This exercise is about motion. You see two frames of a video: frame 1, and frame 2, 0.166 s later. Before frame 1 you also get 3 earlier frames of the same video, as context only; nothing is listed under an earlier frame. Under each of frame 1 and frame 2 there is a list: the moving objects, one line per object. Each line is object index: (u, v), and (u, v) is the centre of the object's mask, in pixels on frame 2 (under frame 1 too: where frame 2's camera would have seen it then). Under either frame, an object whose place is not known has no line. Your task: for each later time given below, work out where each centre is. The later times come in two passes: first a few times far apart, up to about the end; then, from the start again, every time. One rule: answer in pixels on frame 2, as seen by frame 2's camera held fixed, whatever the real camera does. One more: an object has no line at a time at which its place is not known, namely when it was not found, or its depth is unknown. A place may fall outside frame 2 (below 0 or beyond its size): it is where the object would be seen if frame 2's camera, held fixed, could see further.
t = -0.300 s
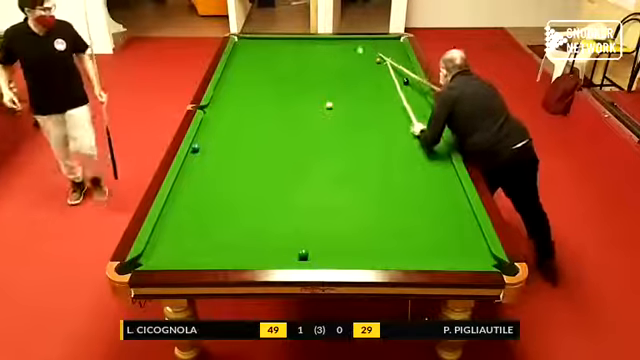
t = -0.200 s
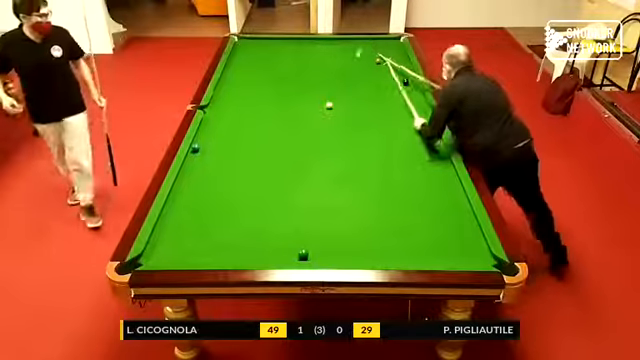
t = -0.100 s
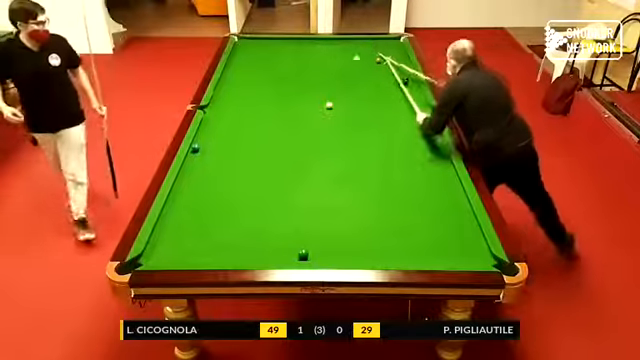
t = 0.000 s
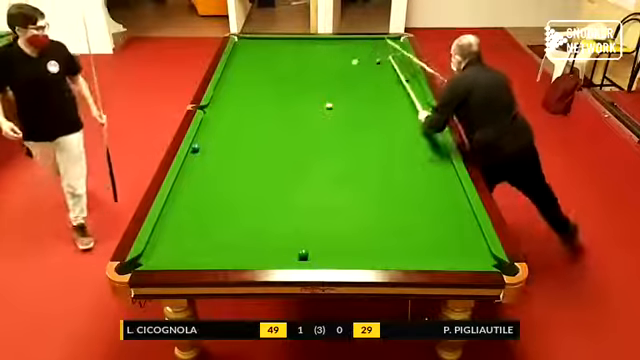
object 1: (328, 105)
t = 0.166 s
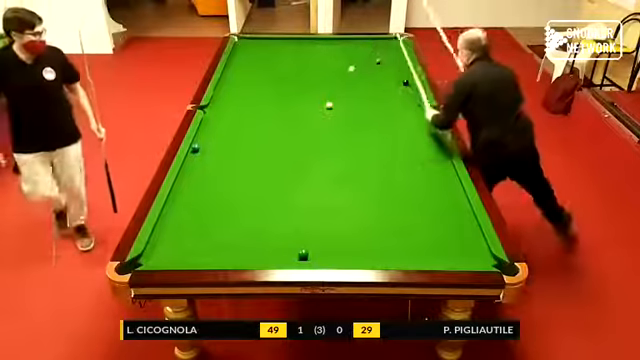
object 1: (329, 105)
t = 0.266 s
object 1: (329, 105)
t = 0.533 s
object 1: (329, 105)
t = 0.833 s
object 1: (329, 105)
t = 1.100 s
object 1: (323, 106)
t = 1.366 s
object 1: (311, 108)
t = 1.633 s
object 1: (302, 110)
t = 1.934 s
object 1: (292, 112)
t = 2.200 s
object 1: (283, 114)
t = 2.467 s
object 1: (276, 115)
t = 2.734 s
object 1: (269, 116)
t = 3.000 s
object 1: (263, 117)
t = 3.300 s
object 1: (257, 118)
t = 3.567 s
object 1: (253, 119)
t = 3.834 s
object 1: (251, 120)
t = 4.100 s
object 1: (248, 120)
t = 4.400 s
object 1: (246, 120)
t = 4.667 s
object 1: (246, 120)
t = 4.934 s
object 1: (246, 120)
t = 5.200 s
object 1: (246, 120)
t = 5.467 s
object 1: (246, 120)
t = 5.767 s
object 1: (246, 120)
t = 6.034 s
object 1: (246, 120)
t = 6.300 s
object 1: (246, 120)
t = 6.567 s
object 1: (246, 120)
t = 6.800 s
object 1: (246, 120)
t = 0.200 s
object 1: (328, 105)
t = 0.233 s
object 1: (329, 105)
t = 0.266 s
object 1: (329, 105)
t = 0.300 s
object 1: (329, 105)
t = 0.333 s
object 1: (329, 105)
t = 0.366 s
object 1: (328, 105)
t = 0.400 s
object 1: (329, 105)
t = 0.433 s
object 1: (329, 105)
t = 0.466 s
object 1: (329, 105)
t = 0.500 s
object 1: (329, 105)
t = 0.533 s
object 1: (329, 105)
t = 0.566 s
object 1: (329, 105)
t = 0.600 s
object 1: (329, 105)
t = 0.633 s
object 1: (329, 104)
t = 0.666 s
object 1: (329, 105)
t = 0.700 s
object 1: (329, 105)
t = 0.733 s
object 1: (329, 105)
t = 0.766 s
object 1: (329, 105)
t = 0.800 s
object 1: (329, 105)
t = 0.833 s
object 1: (329, 105)
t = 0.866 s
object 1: (329, 105)
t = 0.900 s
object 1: (329, 105)
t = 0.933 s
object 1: (329, 105)
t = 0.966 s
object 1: (327, 104)
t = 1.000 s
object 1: (327, 105)
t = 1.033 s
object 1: (325, 105)
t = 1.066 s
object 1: (323, 106)
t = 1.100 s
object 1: (323, 106)
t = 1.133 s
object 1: (321, 106)
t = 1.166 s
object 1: (319, 107)
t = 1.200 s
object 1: (317, 107)
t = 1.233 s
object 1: (316, 108)
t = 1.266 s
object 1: (314, 108)
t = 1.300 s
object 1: (314, 108)
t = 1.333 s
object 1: (312, 108)
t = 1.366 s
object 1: (311, 108)
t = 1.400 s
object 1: (310, 109)
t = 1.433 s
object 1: (309, 109)
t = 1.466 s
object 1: (308, 109)
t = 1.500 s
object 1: (306, 109)
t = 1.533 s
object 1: (304, 110)
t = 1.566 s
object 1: (304, 110)
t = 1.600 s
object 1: (303, 110)
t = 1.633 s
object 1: (302, 110)
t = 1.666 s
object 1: (300, 110)
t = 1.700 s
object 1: (299, 111)
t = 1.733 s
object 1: (298, 111)
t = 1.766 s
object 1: (297, 111)
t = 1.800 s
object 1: (296, 111)
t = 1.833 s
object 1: (295, 111)
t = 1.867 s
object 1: (293, 112)
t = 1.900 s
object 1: (292, 112)
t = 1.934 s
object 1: (292, 112)
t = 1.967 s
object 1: (290, 112)
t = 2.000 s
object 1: (289, 113)
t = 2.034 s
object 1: (288, 113)
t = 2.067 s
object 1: (287, 113)
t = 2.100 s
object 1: (286, 113)
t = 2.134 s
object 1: (285, 113)
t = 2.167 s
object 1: (284, 114)
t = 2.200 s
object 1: (283, 114)
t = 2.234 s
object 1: (282, 114)
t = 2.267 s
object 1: (281, 114)
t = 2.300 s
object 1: (280, 114)
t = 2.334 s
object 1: (279, 114)
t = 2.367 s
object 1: (278, 114)
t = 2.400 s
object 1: (277, 115)
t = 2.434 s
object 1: (276, 115)
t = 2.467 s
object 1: (276, 115)
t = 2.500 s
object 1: (275, 115)
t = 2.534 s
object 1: (274, 115)
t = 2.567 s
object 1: (273, 116)
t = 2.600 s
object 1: (273, 116)
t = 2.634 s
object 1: (271, 116)
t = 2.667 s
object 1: (271, 116)
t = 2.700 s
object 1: (270, 116)
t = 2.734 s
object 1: (269, 116)
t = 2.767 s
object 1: (269, 116)
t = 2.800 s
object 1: (268, 117)
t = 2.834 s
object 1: (267, 117)
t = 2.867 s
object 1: (266, 117)
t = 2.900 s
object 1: (266, 117)
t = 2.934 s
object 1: (265, 117)
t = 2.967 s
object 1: (264, 117)
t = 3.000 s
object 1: (263, 117)
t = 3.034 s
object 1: (263, 118)
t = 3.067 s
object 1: (262, 118)
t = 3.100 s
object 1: (261, 118)
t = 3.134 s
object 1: (261, 118)
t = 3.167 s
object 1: (260, 118)
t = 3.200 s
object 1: (259, 118)
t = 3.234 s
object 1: (259, 118)
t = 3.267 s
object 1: (258, 118)
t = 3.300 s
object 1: (257, 118)
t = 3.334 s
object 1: (257, 118)
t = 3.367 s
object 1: (257, 118)
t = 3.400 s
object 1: (256, 119)
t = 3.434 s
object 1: (255, 118)
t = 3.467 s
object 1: (255, 119)
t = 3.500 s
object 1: (254, 119)
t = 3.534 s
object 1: (254, 119)
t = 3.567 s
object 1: (253, 119)
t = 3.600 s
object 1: (253, 119)
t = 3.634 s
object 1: (253, 119)
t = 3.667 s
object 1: (252, 119)
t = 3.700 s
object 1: (252, 119)
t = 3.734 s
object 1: (251, 119)
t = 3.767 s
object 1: (251, 119)
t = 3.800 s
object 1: (251, 119)
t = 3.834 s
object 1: (251, 120)
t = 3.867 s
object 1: (250, 120)
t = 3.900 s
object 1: (250, 120)
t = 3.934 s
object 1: (249, 120)
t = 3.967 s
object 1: (249, 120)
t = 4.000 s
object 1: (249, 120)
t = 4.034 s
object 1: (248, 120)
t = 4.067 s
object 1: (248, 120)
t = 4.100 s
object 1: (248, 120)
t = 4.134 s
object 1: (248, 120)
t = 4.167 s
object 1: (248, 120)
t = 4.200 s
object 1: (248, 120)
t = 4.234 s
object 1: (248, 120)
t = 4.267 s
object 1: (248, 120)
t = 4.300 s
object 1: (247, 120)
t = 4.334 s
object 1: (247, 120)
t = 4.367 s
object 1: (246, 120)
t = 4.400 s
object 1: (246, 120)
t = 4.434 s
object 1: (246, 120)
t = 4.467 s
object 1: (246, 120)
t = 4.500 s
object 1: (246, 120)
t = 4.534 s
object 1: (246, 120)
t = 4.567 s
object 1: (246, 120)
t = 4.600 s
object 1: (246, 120)
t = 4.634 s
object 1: (246, 120)
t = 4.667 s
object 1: (246, 120)
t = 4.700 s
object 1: (246, 120)
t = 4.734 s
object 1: (246, 120)
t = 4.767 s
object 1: (246, 120)
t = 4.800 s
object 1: (246, 120)
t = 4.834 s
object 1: (246, 120)
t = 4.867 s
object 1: (246, 120)
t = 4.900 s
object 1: (246, 120)
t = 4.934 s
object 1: (246, 120)
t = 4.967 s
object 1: (246, 120)
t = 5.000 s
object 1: (246, 120)
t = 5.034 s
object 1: (246, 120)
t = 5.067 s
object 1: (246, 120)
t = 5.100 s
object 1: (246, 120)
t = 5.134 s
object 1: (246, 120)
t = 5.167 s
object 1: (246, 120)
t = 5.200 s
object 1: (246, 120)
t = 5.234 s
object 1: (246, 120)
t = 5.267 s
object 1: (246, 120)
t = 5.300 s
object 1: (246, 120)
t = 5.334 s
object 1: (246, 120)
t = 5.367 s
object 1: (246, 120)
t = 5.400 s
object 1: (246, 120)
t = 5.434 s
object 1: (246, 120)
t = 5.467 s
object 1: (246, 120)
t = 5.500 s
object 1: (246, 120)
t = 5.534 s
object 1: (246, 120)
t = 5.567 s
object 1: (246, 120)
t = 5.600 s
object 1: (246, 120)
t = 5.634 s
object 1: (246, 120)
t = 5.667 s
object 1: (246, 120)
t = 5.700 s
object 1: (246, 120)
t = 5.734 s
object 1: (246, 120)
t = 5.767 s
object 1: (246, 120)
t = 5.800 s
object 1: (246, 120)
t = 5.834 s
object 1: (246, 120)
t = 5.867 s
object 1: (246, 120)
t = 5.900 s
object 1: (246, 120)
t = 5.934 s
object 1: (246, 120)
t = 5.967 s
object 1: (246, 120)
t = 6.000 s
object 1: (246, 120)
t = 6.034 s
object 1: (246, 120)
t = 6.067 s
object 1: (246, 120)
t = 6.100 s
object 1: (246, 120)
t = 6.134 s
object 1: (246, 120)
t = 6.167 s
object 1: (246, 120)
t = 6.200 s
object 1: (246, 120)
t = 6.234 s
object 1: (246, 120)
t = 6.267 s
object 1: (246, 120)
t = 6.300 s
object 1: (246, 120)
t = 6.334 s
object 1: (246, 120)
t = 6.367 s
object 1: (246, 120)
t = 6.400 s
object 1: (246, 120)
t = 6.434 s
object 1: (246, 120)
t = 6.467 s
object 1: (246, 120)
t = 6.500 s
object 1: (246, 120)
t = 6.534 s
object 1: (246, 120)
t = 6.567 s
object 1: (246, 120)
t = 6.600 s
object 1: (246, 120)
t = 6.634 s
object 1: (246, 120)
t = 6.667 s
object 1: (246, 120)
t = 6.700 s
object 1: (246, 120)
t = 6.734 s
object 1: (246, 120)
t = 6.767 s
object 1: (246, 120)
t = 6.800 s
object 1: (246, 120)
